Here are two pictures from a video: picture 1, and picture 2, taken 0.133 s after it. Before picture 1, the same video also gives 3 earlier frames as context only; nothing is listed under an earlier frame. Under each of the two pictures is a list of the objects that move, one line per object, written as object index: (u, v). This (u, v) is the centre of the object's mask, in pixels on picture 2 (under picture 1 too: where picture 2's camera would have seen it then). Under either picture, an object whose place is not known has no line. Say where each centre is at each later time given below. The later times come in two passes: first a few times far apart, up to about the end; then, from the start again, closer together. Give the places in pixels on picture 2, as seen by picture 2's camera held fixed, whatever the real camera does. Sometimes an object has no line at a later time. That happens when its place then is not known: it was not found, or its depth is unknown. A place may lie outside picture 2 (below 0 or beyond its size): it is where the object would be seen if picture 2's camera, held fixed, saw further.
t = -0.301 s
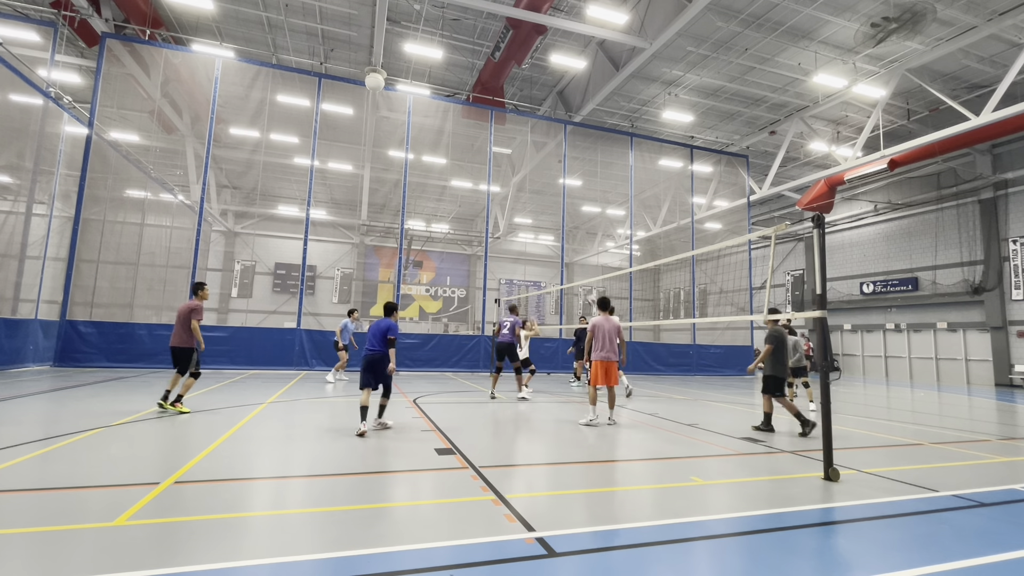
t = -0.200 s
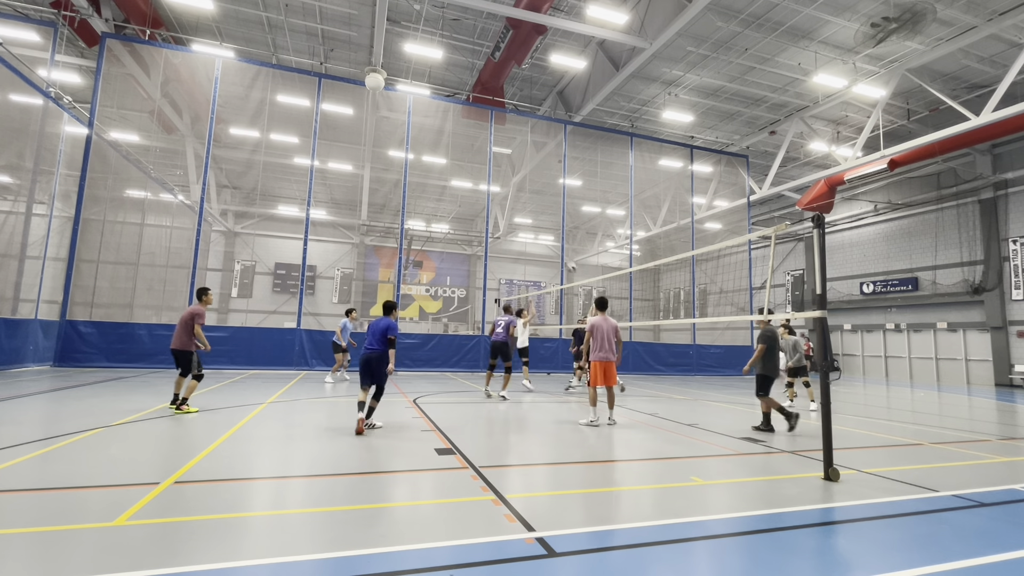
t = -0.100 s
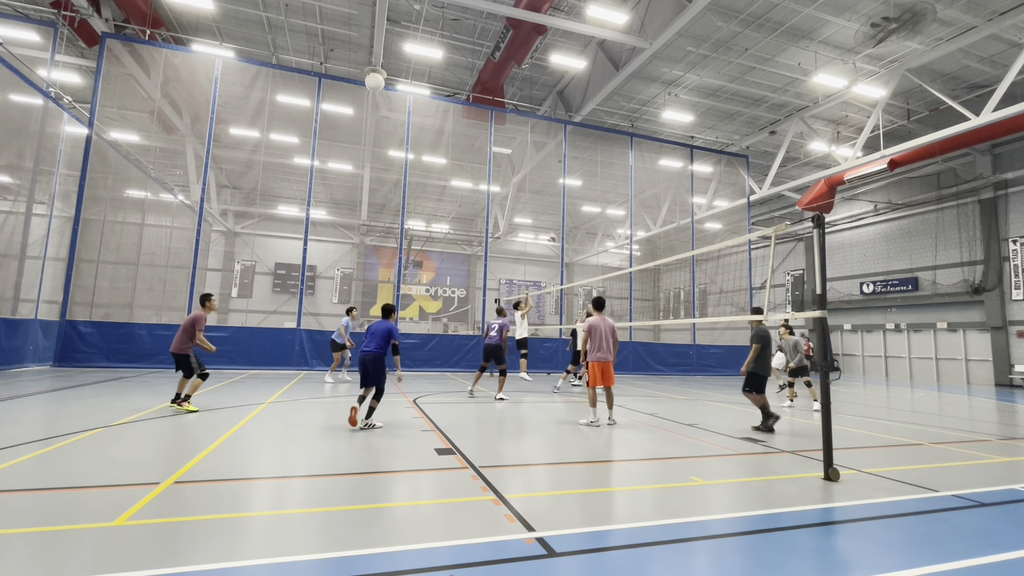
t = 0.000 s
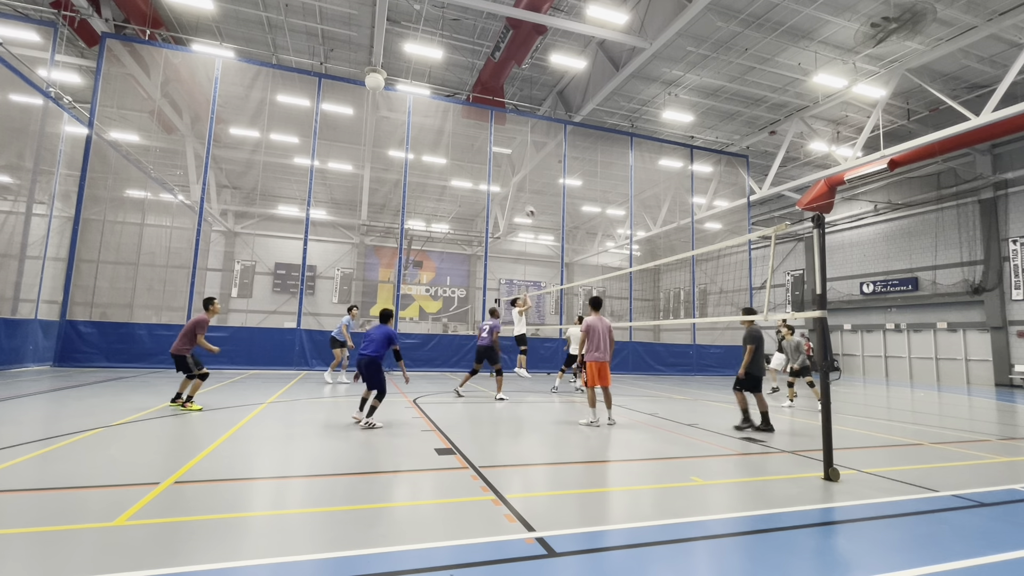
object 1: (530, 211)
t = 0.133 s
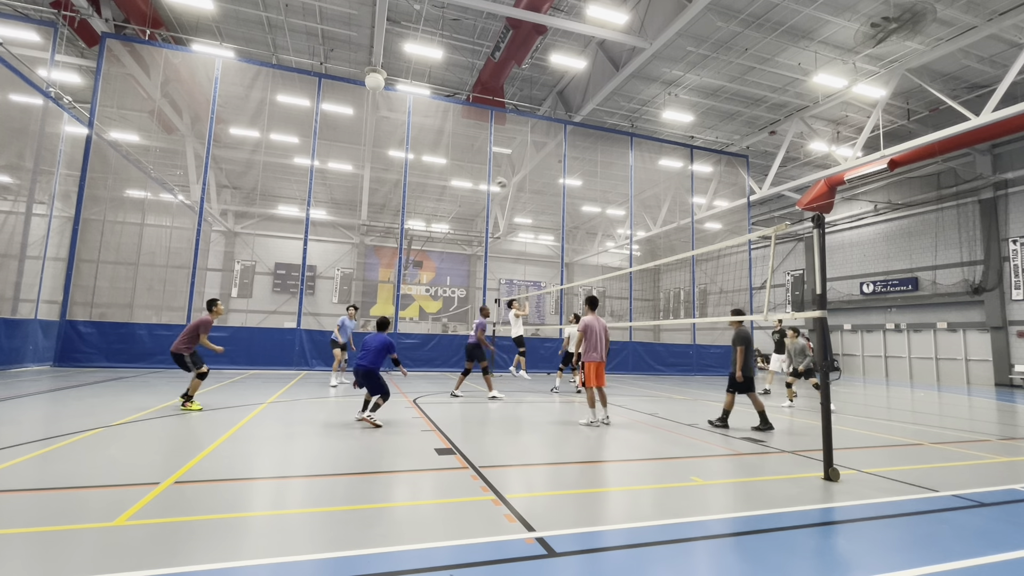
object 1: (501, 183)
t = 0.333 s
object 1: (452, 151)
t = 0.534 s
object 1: (397, 136)
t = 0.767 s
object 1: (322, 145)
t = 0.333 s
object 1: (452, 151)
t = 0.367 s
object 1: (444, 147)
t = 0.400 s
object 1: (435, 144)
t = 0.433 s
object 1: (426, 141)
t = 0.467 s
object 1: (416, 139)
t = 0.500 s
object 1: (406, 137)
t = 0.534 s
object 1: (397, 136)
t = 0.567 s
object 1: (387, 135)
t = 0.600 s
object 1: (377, 135)
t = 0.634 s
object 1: (367, 136)
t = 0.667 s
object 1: (355, 137)
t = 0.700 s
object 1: (345, 139)
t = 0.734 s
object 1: (333, 142)
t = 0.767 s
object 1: (322, 145)
